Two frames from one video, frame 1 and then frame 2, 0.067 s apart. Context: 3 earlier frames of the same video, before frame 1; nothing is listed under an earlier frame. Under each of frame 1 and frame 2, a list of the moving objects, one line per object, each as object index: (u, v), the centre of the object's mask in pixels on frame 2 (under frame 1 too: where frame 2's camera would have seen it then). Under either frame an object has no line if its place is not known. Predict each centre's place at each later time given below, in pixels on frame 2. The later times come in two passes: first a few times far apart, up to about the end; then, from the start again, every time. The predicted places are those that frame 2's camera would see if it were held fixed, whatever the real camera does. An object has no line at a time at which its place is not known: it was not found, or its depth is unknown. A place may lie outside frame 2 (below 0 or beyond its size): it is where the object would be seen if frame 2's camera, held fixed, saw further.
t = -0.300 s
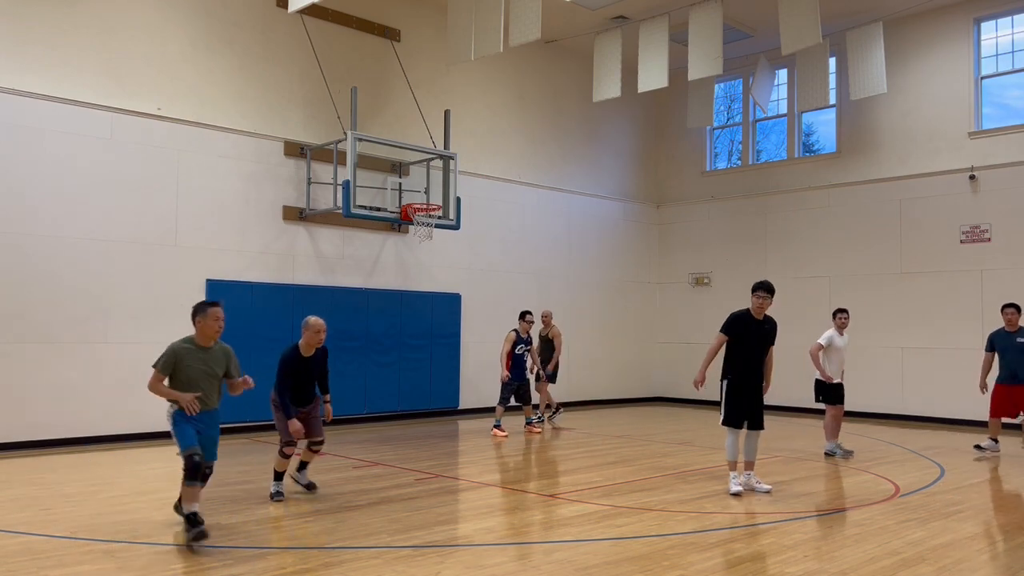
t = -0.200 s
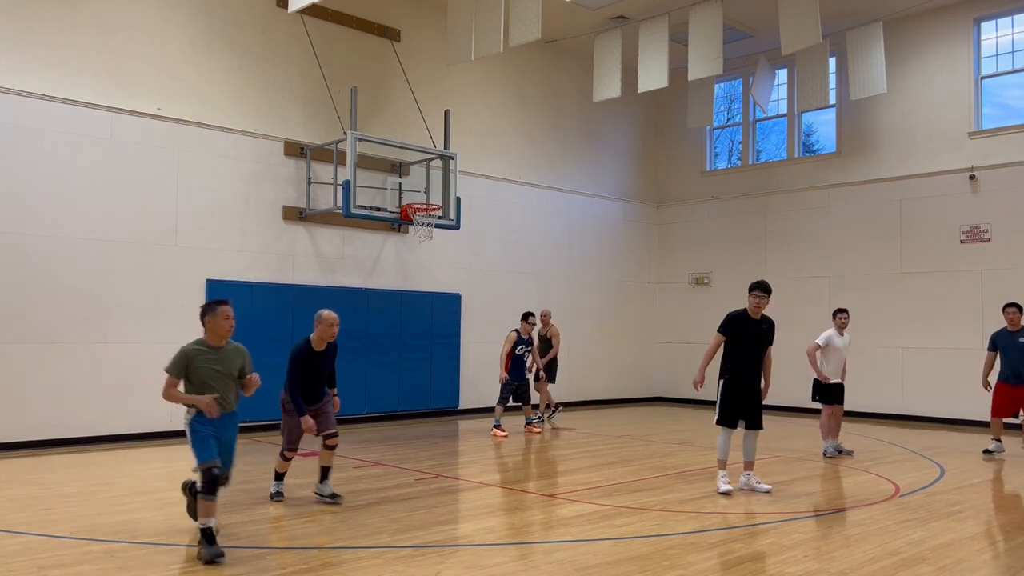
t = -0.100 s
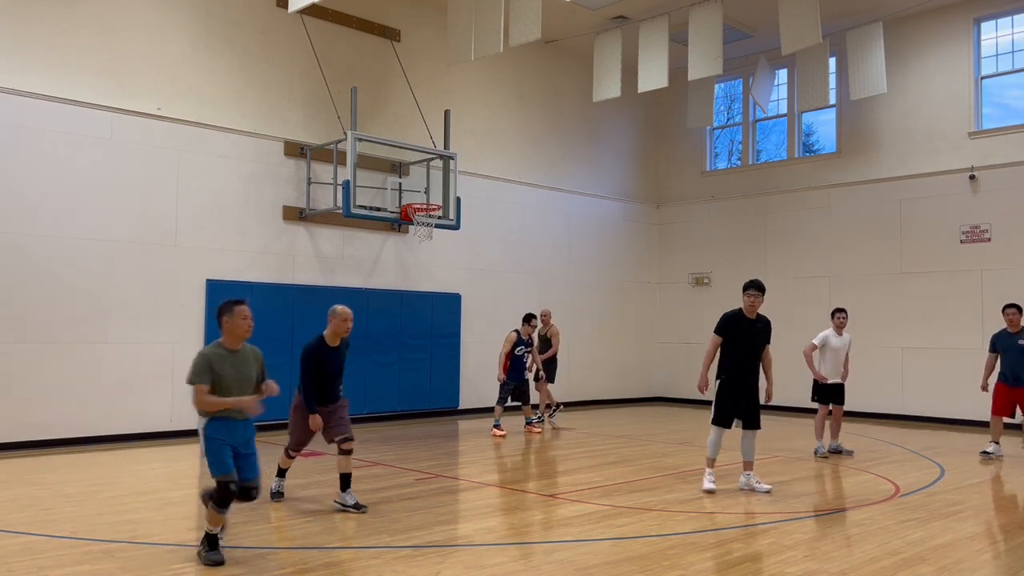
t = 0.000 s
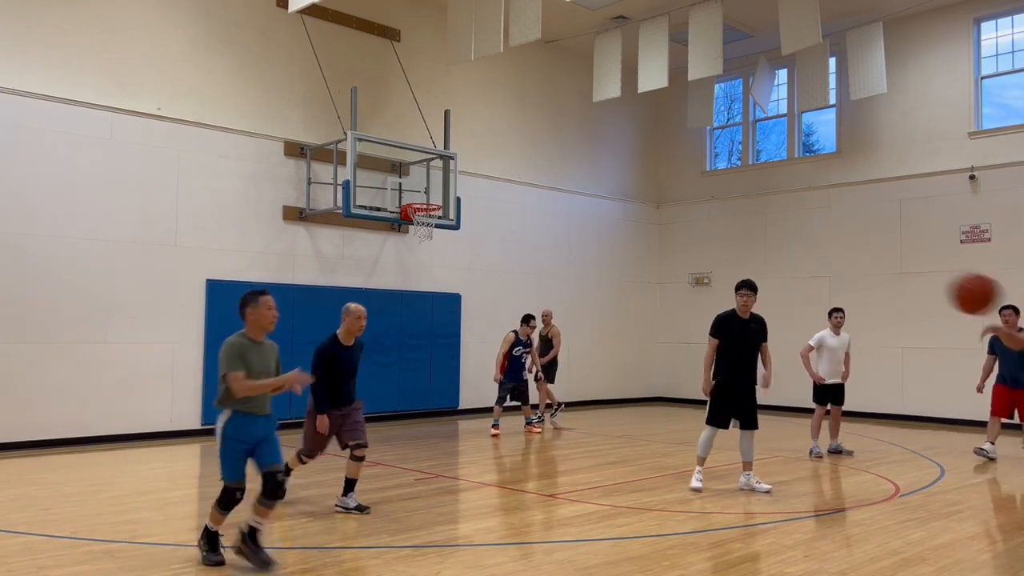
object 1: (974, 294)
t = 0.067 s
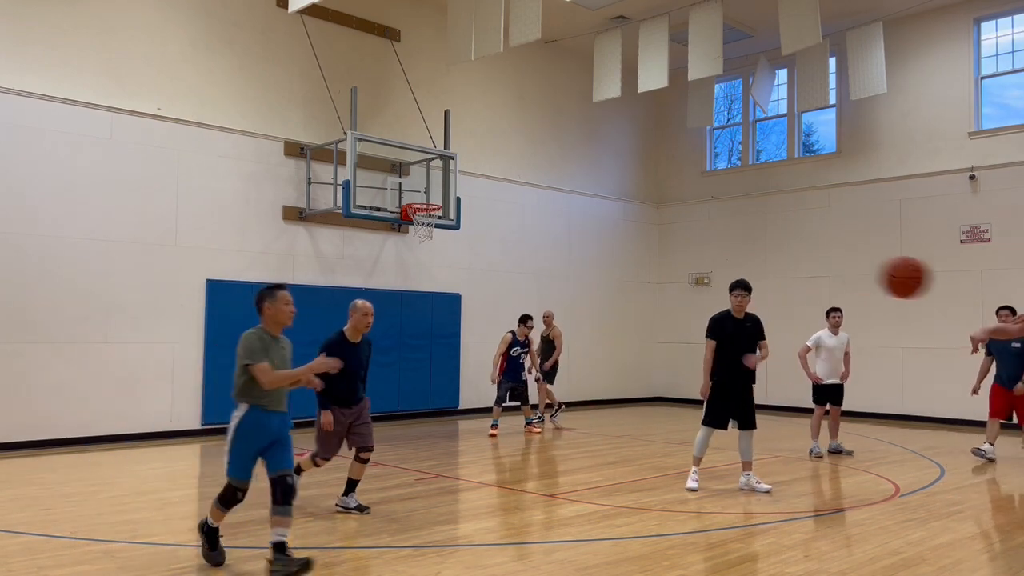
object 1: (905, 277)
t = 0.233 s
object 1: (724, 269)
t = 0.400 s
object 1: (534, 310)
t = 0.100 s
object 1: (869, 271)
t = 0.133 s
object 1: (833, 268)
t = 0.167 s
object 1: (798, 266)
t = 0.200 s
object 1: (761, 266)
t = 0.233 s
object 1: (724, 269)
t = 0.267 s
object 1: (684, 273)
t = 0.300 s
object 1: (647, 280)
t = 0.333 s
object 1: (609, 288)
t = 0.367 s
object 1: (572, 297)
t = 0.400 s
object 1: (534, 310)
